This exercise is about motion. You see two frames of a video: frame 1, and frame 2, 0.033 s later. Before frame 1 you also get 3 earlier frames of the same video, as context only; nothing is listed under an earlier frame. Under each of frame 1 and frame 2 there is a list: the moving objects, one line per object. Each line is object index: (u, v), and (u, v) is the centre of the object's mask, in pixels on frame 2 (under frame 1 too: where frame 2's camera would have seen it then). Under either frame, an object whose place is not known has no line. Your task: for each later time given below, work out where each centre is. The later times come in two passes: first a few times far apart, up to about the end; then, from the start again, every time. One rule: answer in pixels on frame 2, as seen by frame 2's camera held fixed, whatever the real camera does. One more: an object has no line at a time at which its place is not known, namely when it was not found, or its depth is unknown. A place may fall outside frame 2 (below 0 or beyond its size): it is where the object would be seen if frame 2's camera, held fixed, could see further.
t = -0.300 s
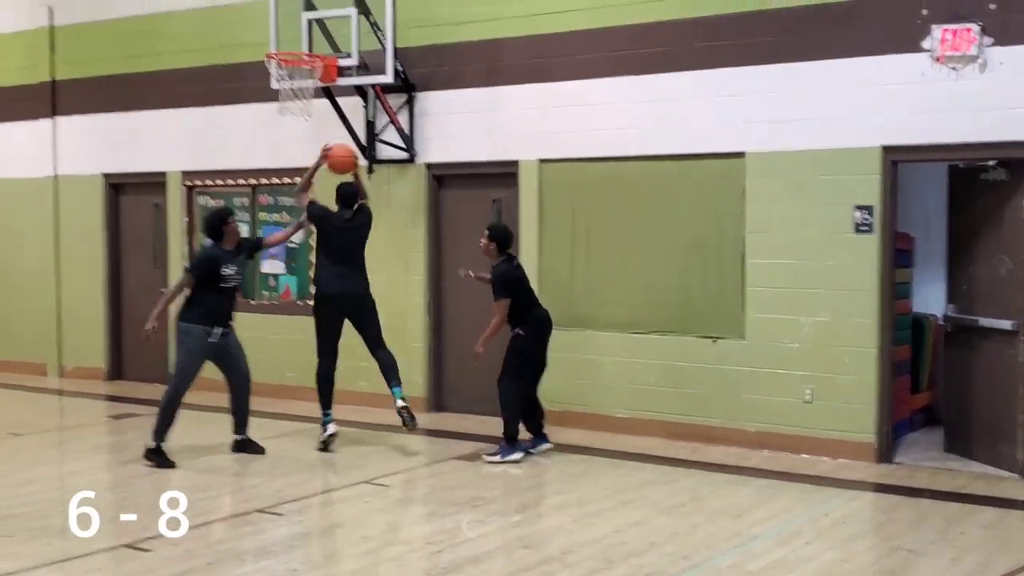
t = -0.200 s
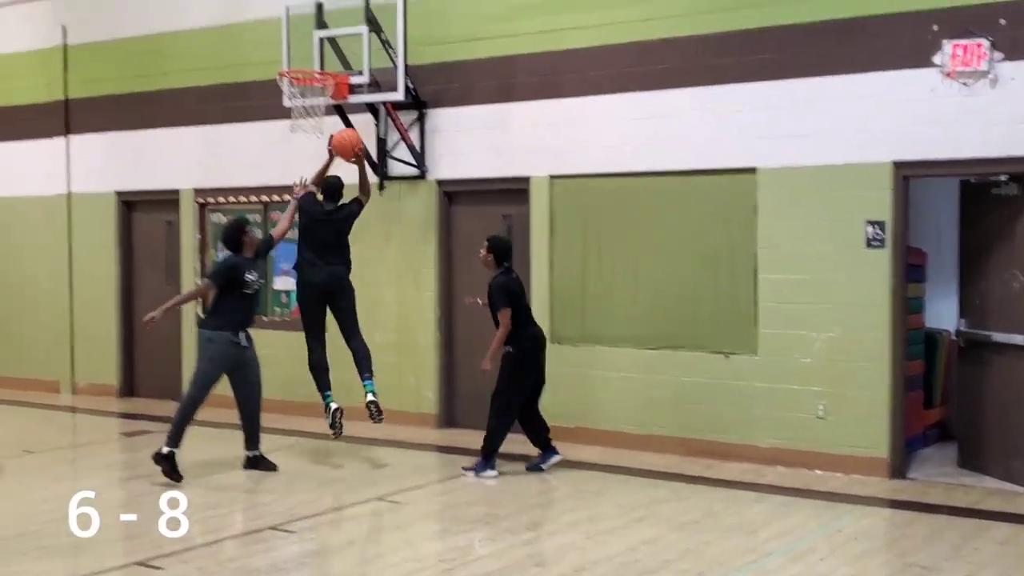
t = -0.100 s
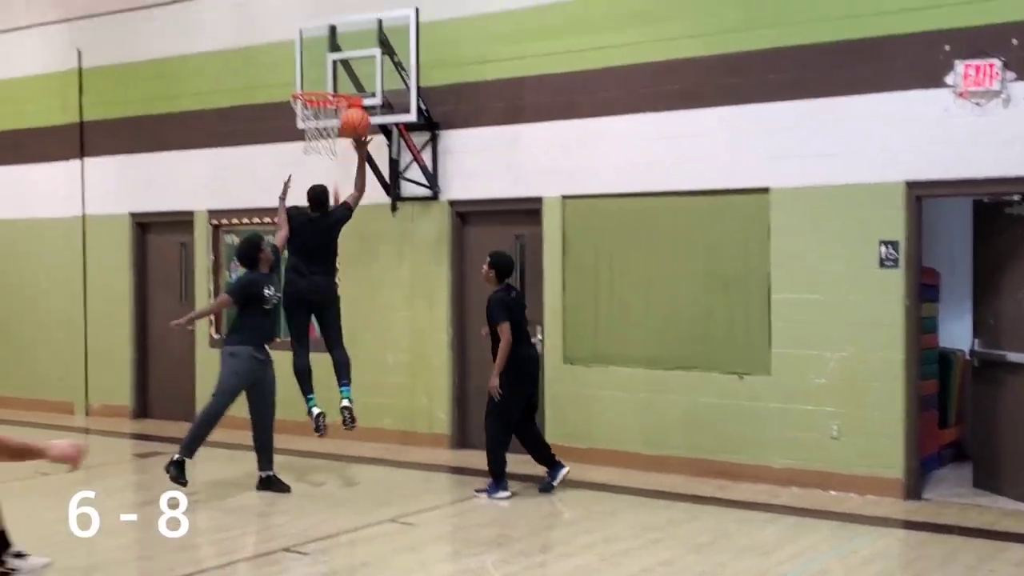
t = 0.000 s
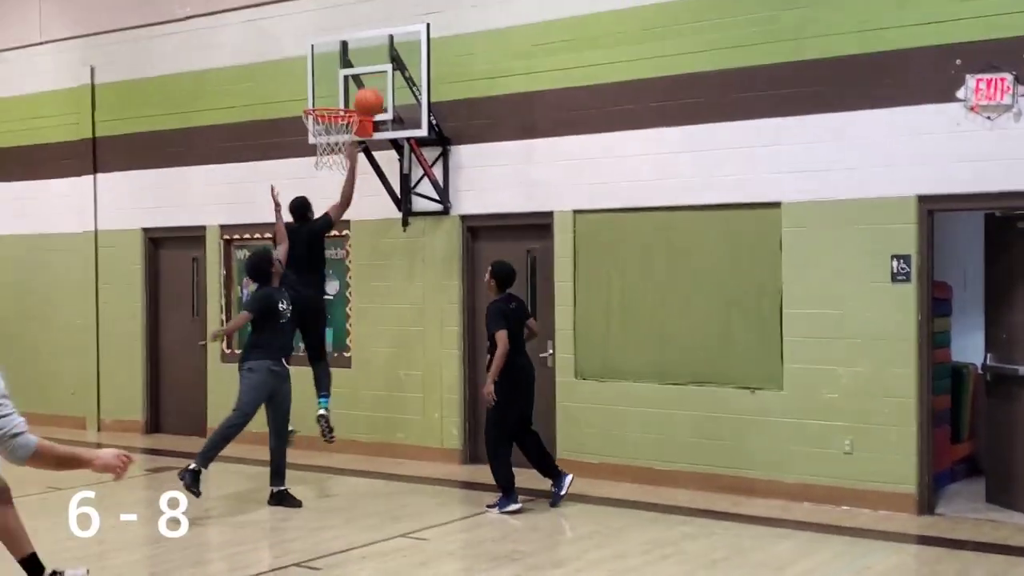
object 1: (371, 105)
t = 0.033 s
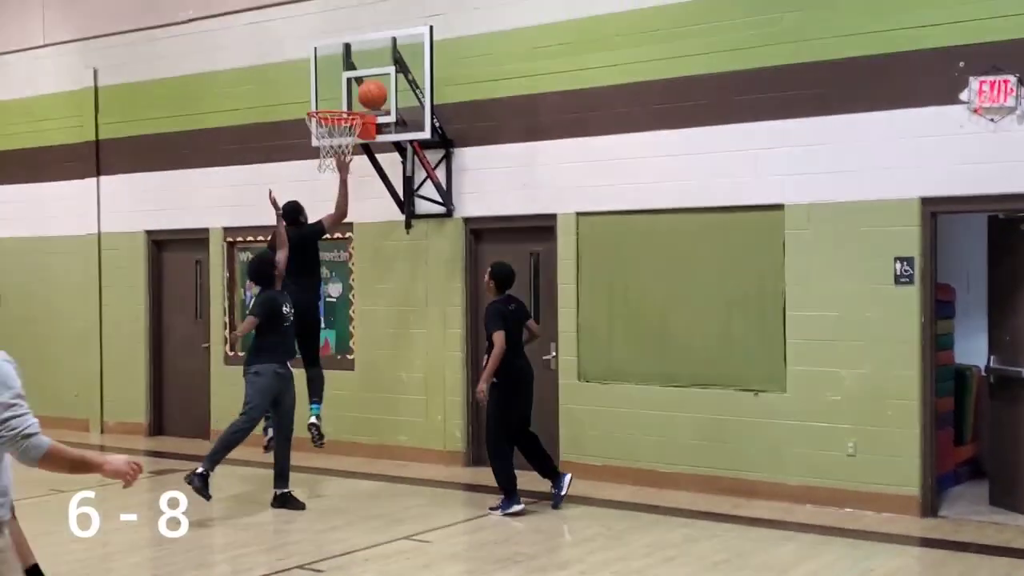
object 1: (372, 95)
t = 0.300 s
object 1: (344, 79)
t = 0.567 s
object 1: (317, 93)
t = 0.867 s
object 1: (326, 116)
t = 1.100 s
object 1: (337, 189)
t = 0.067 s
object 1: (373, 88)
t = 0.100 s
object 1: (373, 82)
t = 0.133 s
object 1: (374, 77)
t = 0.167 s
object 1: (375, 74)
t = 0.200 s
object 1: (368, 74)
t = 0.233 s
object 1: (360, 74)
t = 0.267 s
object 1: (352, 76)
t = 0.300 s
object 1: (344, 79)
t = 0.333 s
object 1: (335, 84)
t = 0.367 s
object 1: (327, 90)
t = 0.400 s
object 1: (319, 97)
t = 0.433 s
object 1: (317, 98)
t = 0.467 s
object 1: (317, 94)
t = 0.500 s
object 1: (317, 93)
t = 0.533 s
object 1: (317, 92)
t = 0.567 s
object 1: (317, 93)
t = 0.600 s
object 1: (317, 95)
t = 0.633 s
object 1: (317, 97)
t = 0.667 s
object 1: (318, 98)
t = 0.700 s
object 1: (319, 99)
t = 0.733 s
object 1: (320, 99)
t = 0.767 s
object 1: (321, 100)
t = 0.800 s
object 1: (322, 102)
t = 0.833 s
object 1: (323, 108)
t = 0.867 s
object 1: (326, 116)
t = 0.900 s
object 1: (327, 125)
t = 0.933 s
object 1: (329, 130)
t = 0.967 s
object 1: (329, 141)
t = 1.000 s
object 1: (332, 151)
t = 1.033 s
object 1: (334, 162)
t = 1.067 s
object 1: (336, 176)
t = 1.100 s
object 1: (337, 189)
